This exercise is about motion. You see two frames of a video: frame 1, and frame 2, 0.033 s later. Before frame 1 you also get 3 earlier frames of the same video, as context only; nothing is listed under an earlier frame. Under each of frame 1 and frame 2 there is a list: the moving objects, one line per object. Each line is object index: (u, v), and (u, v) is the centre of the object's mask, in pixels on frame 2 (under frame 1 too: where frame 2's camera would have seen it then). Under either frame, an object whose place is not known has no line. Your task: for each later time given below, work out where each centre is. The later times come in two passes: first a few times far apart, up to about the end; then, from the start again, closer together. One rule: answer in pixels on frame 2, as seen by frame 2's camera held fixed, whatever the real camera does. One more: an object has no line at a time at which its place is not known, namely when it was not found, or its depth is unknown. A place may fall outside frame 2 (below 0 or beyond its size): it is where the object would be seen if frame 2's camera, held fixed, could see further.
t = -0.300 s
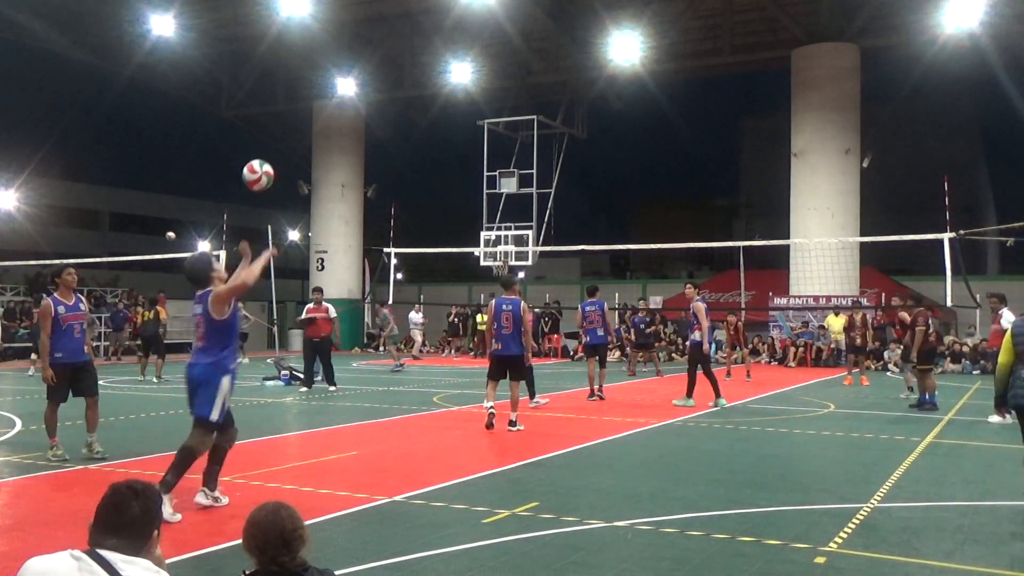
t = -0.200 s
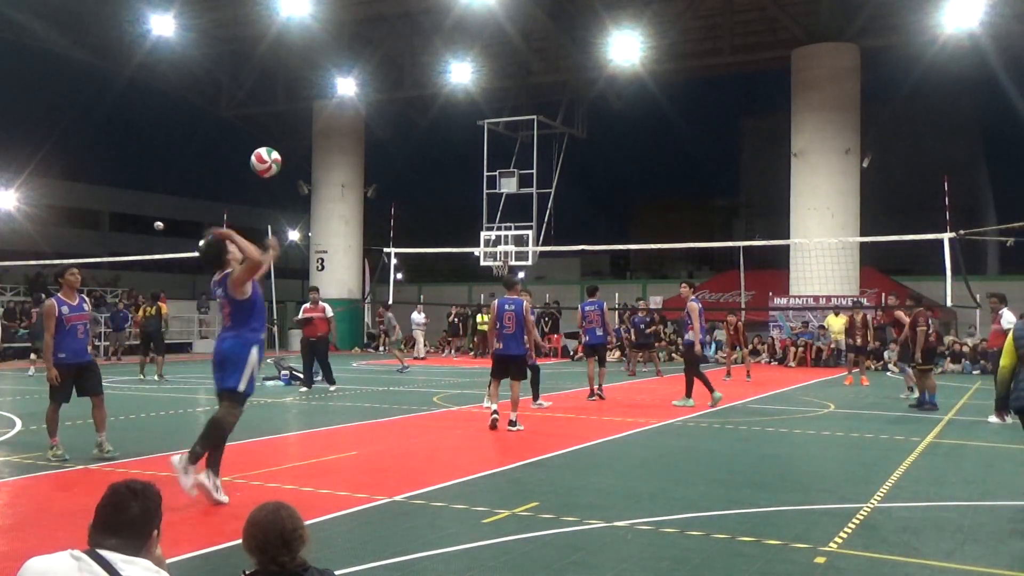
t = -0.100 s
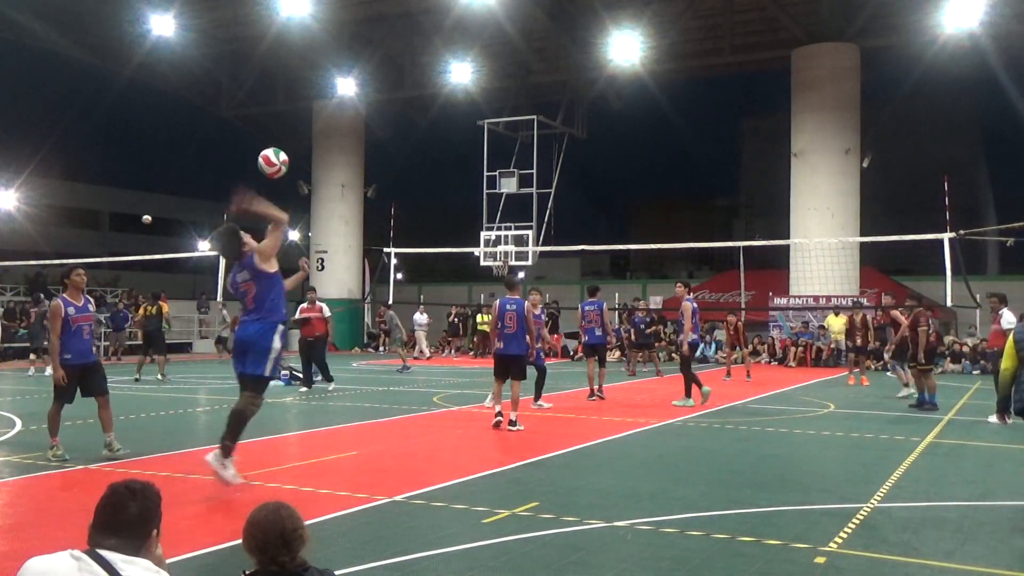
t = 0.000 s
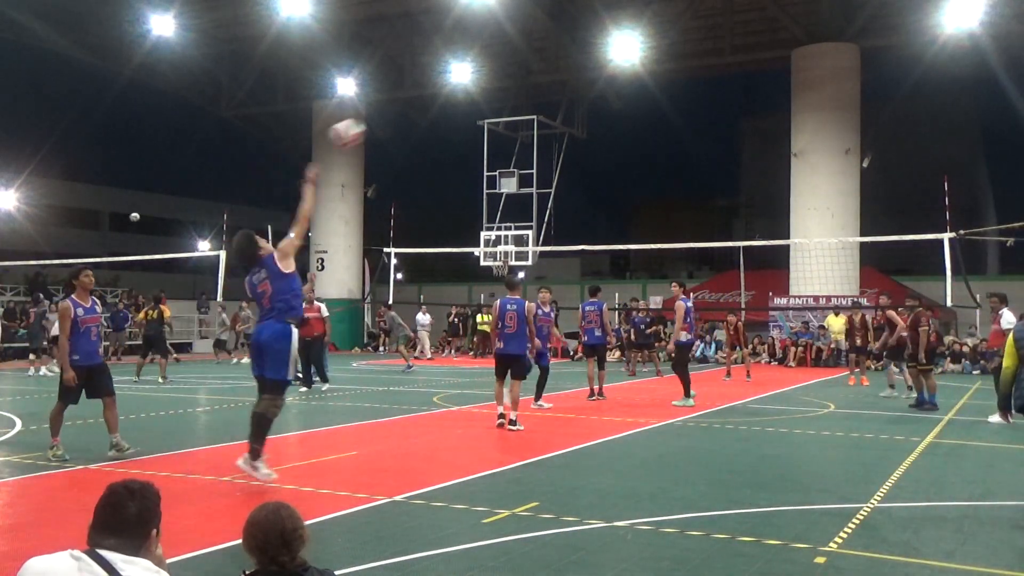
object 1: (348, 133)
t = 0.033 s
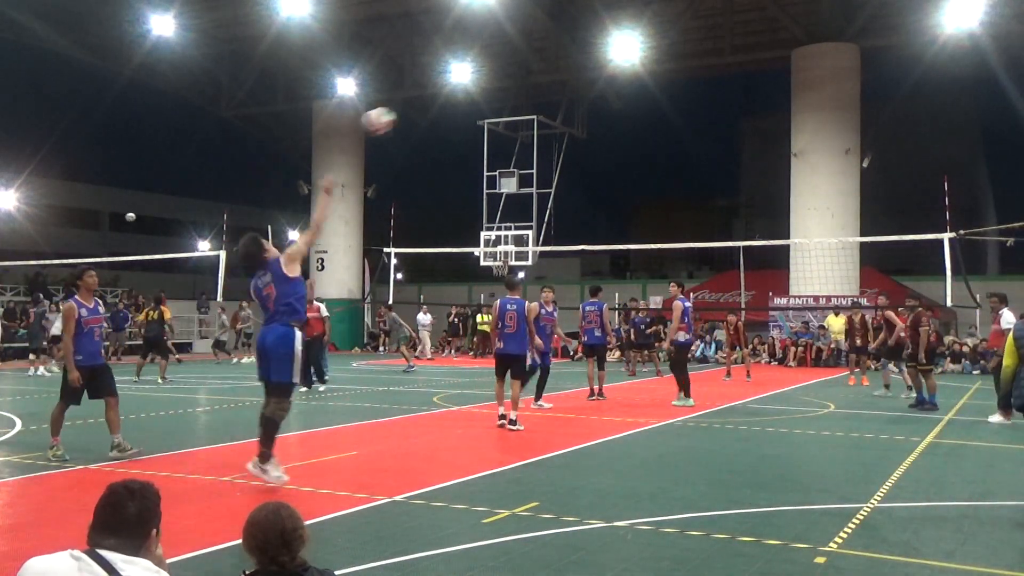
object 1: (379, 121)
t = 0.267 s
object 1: (535, 92)
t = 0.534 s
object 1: (641, 120)
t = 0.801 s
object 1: (716, 179)
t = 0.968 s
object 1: (752, 227)
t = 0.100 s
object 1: (433, 103)
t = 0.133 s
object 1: (456, 97)
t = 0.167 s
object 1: (479, 94)
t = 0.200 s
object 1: (499, 92)
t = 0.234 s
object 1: (517, 92)
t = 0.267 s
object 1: (535, 92)
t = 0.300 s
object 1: (551, 94)
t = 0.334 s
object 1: (566, 95)
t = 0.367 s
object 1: (580, 98)
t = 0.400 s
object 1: (593, 102)
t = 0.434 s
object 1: (606, 106)
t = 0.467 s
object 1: (619, 110)
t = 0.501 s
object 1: (630, 115)
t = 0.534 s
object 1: (641, 120)
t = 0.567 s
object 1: (652, 126)
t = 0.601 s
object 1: (662, 133)
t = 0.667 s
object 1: (681, 147)
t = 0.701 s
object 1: (691, 155)
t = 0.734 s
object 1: (700, 162)
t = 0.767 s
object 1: (708, 171)
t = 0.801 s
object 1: (716, 179)
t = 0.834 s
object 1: (724, 188)
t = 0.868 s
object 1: (731, 198)
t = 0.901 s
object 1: (738, 207)
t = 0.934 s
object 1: (745, 217)
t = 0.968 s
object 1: (752, 227)
